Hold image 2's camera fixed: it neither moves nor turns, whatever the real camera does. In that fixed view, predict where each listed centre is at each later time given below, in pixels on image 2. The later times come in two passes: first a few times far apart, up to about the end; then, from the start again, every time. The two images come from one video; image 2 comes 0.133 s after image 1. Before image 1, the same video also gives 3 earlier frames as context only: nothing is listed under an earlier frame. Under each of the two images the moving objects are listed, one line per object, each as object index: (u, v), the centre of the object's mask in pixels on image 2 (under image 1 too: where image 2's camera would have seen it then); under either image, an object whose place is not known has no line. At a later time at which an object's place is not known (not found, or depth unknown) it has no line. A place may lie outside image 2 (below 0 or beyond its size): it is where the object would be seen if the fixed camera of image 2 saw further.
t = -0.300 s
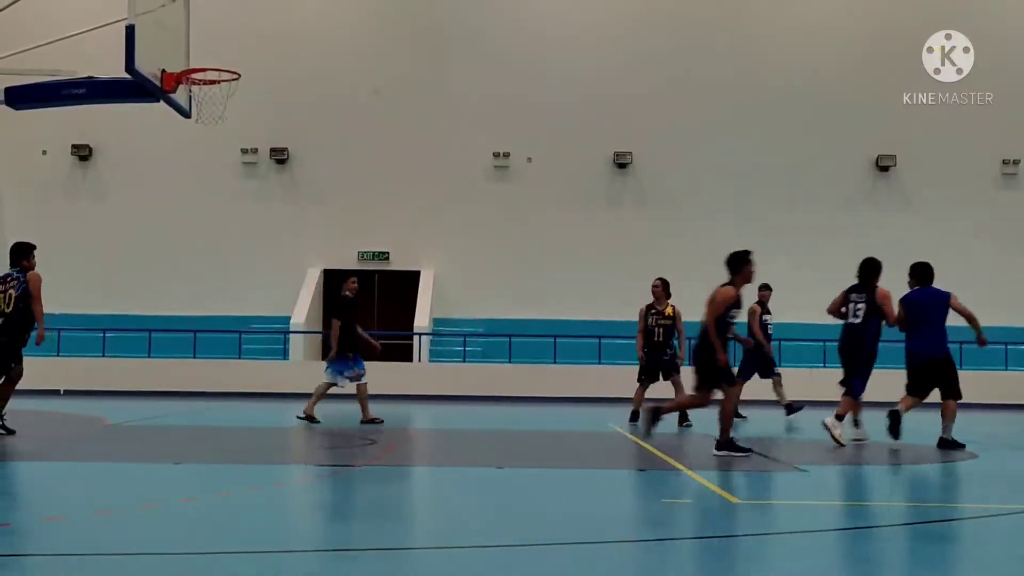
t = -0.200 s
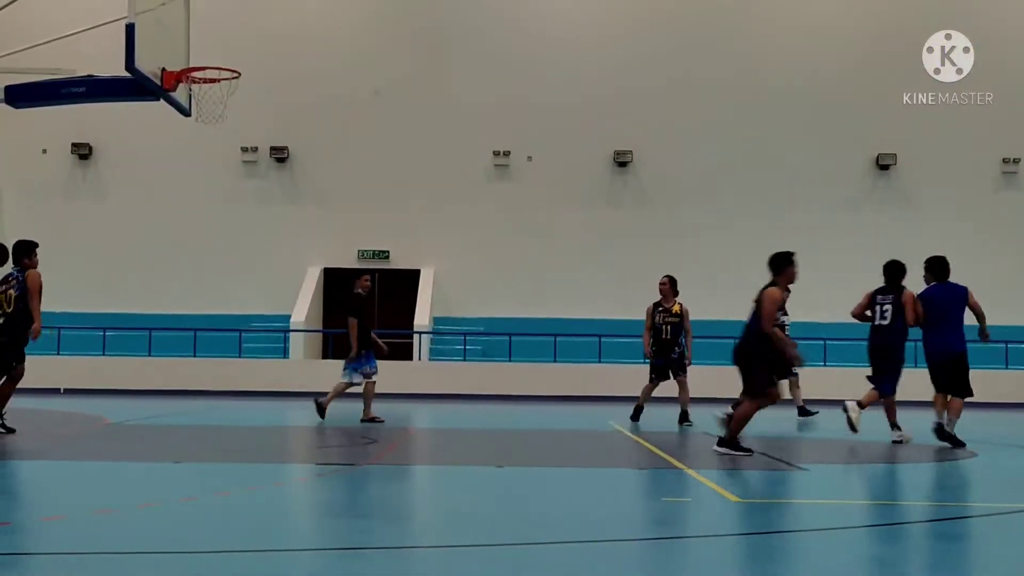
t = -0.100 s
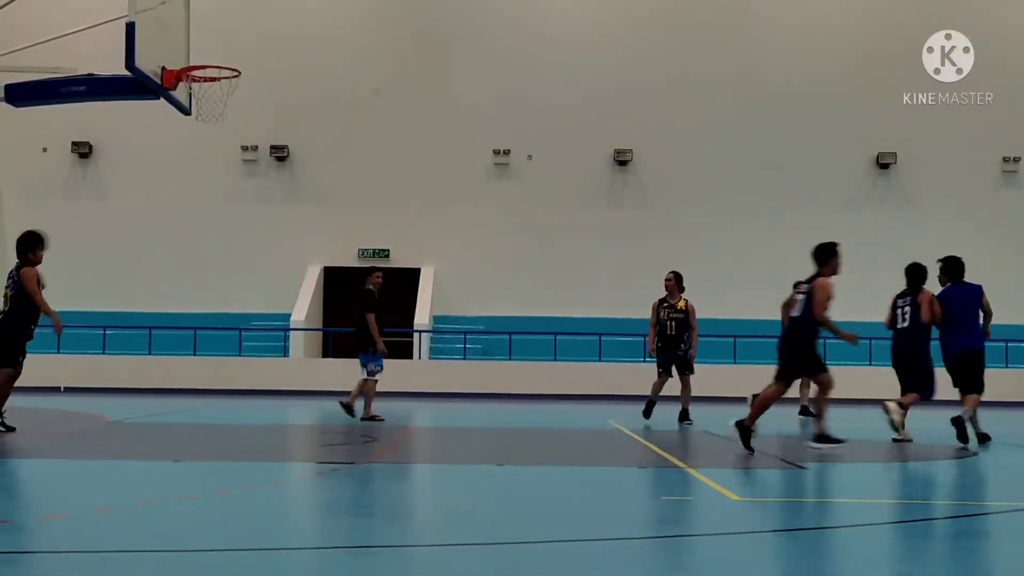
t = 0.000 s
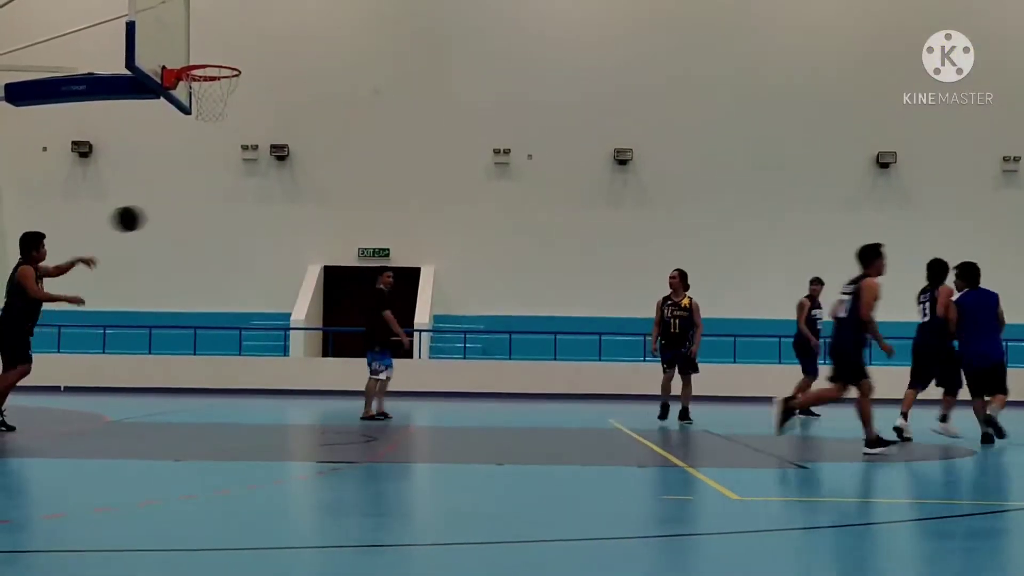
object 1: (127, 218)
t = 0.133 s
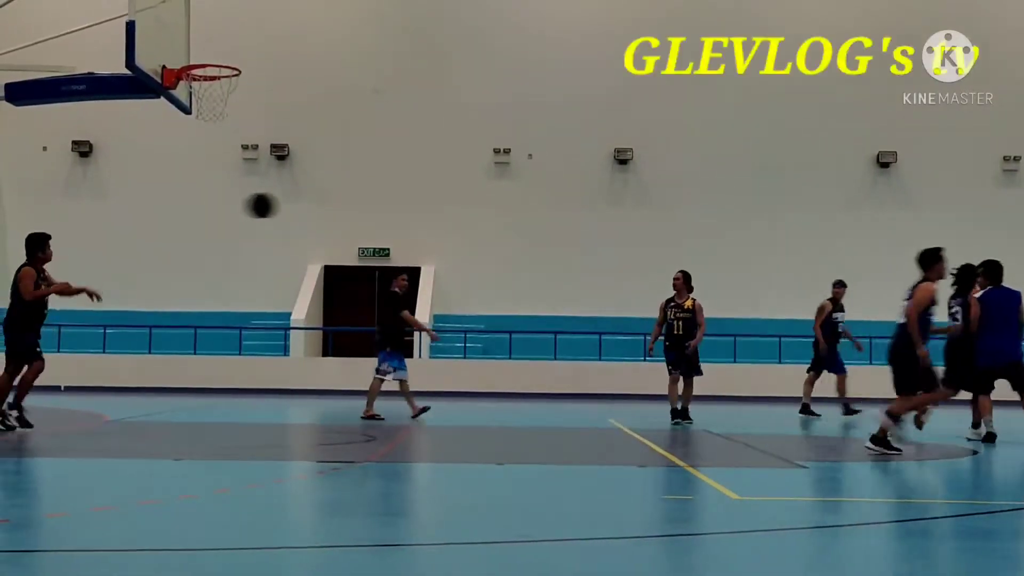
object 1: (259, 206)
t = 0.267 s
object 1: (384, 211)
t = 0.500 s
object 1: (583, 259)
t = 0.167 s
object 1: (292, 205)
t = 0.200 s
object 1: (323, 206)
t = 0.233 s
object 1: (354, 208)
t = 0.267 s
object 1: (384, 211)
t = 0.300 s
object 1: (414, 215)
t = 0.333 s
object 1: (443, 220)
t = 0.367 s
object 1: (472, 226)
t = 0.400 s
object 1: (500, 232)
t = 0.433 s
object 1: (528, 240)
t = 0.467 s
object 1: (556, 249)
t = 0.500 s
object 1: (583, 259)
